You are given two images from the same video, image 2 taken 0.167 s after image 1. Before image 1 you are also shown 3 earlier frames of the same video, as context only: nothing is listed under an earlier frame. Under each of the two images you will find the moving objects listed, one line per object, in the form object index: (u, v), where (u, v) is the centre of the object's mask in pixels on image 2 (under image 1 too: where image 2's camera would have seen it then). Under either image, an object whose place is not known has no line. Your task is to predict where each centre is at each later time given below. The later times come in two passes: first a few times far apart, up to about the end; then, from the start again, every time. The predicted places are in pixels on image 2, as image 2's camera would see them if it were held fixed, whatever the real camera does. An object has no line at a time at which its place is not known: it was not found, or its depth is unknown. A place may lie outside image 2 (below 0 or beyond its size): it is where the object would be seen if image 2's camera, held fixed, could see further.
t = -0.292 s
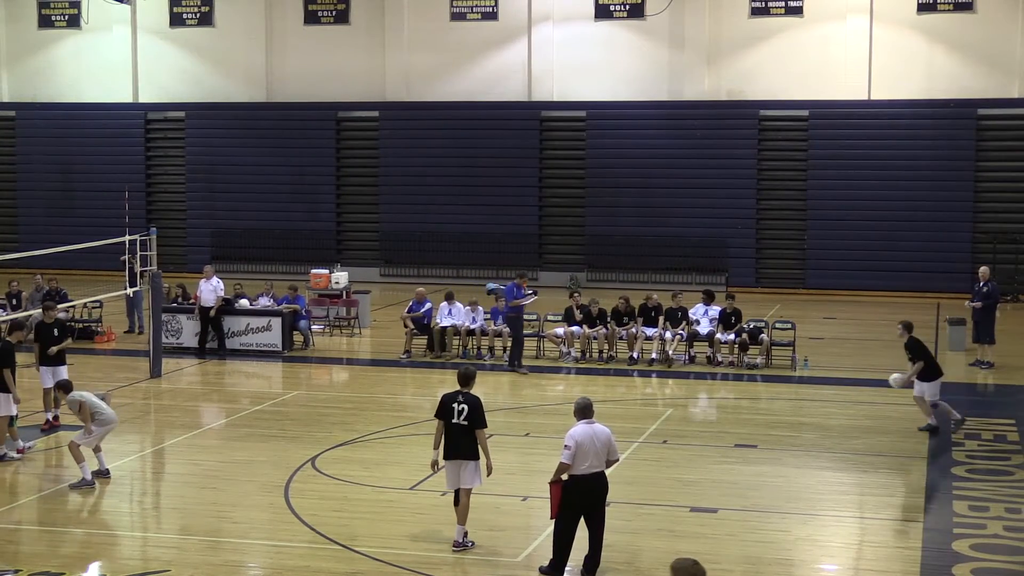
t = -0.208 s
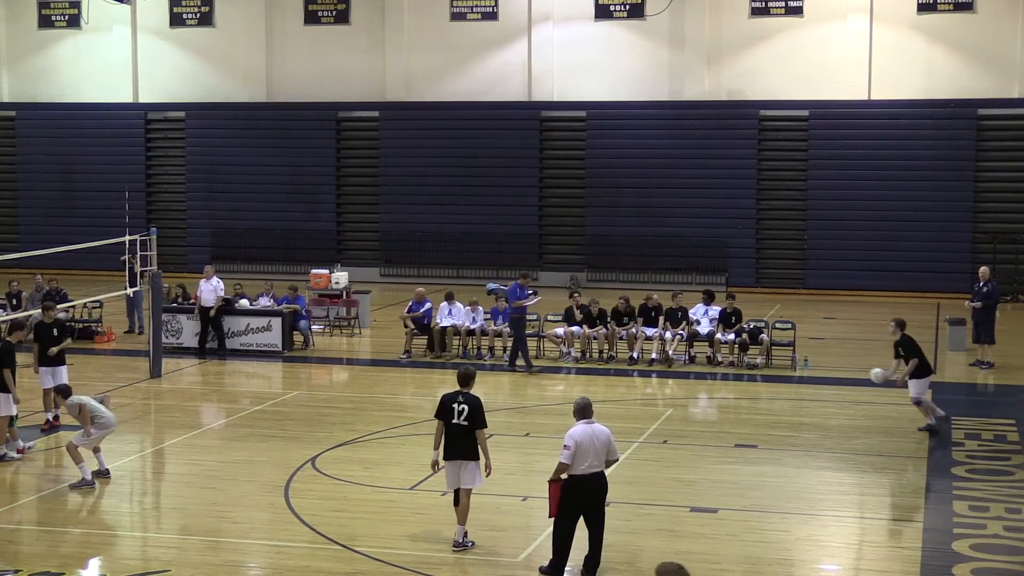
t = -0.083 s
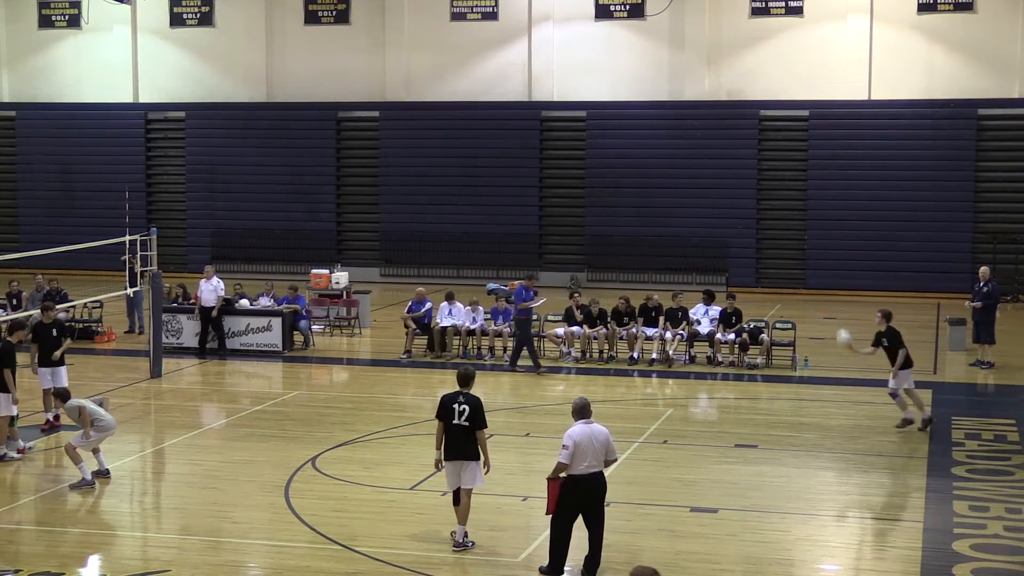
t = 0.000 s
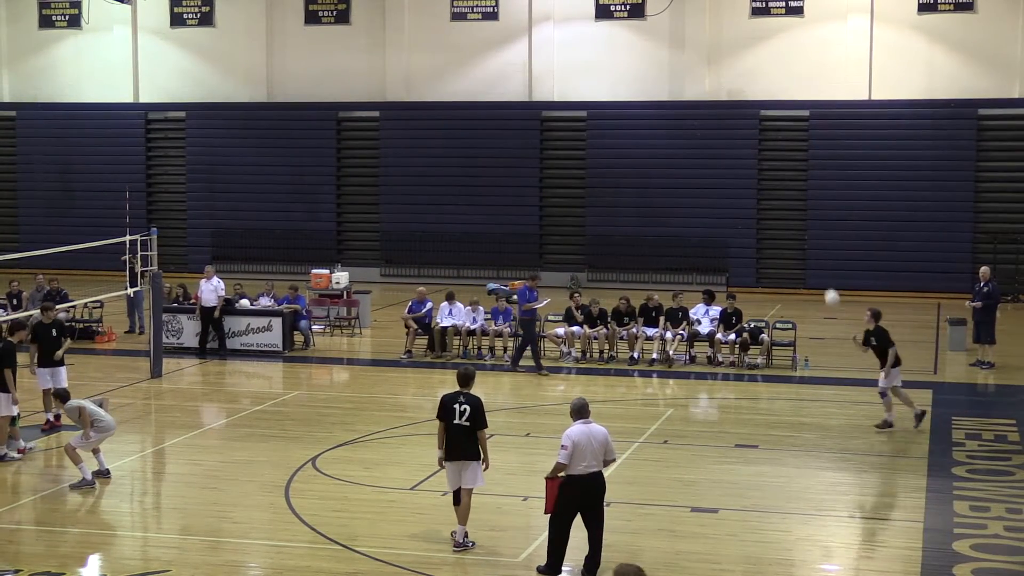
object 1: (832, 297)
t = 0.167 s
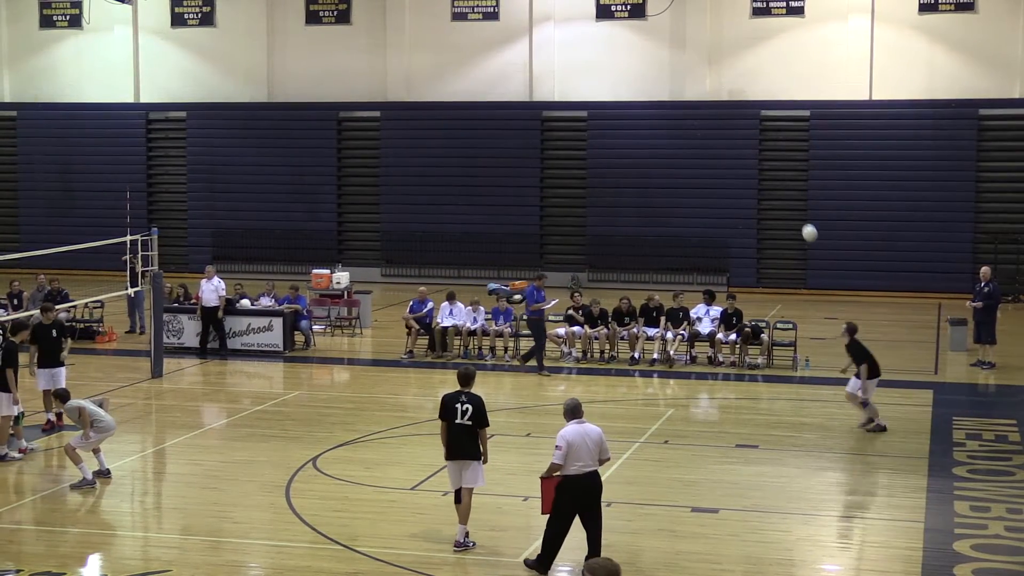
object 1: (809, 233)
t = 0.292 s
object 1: (793, 199)
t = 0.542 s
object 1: (768, 159)
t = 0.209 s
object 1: (805, 222)
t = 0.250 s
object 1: (798, 208)
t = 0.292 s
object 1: (793, 199)
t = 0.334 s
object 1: (787, 188)
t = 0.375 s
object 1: (785, 182)
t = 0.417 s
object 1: (780, 172)
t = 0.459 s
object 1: (777, 167)
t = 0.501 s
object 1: (772, 162)
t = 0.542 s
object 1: (768, 159)
